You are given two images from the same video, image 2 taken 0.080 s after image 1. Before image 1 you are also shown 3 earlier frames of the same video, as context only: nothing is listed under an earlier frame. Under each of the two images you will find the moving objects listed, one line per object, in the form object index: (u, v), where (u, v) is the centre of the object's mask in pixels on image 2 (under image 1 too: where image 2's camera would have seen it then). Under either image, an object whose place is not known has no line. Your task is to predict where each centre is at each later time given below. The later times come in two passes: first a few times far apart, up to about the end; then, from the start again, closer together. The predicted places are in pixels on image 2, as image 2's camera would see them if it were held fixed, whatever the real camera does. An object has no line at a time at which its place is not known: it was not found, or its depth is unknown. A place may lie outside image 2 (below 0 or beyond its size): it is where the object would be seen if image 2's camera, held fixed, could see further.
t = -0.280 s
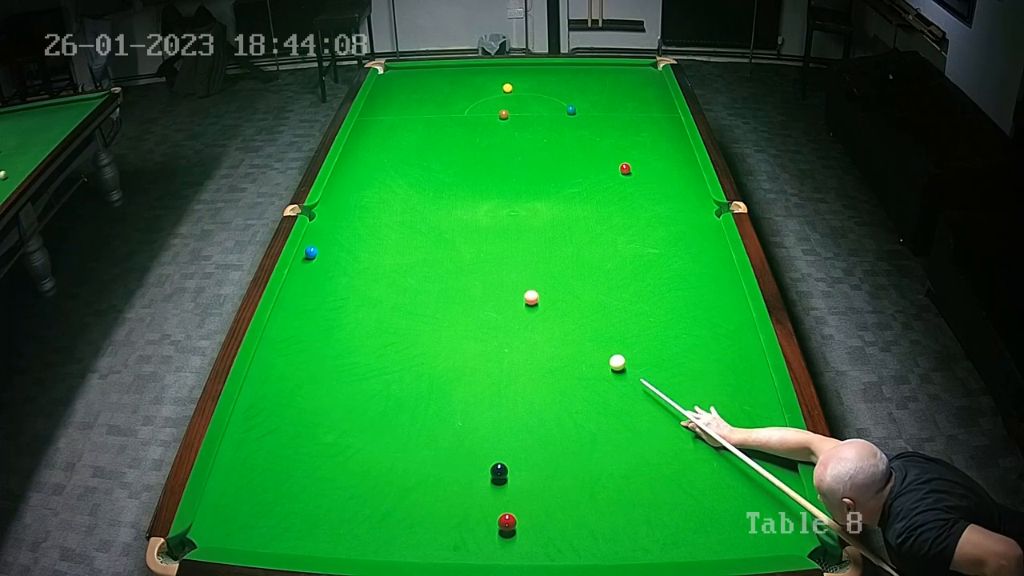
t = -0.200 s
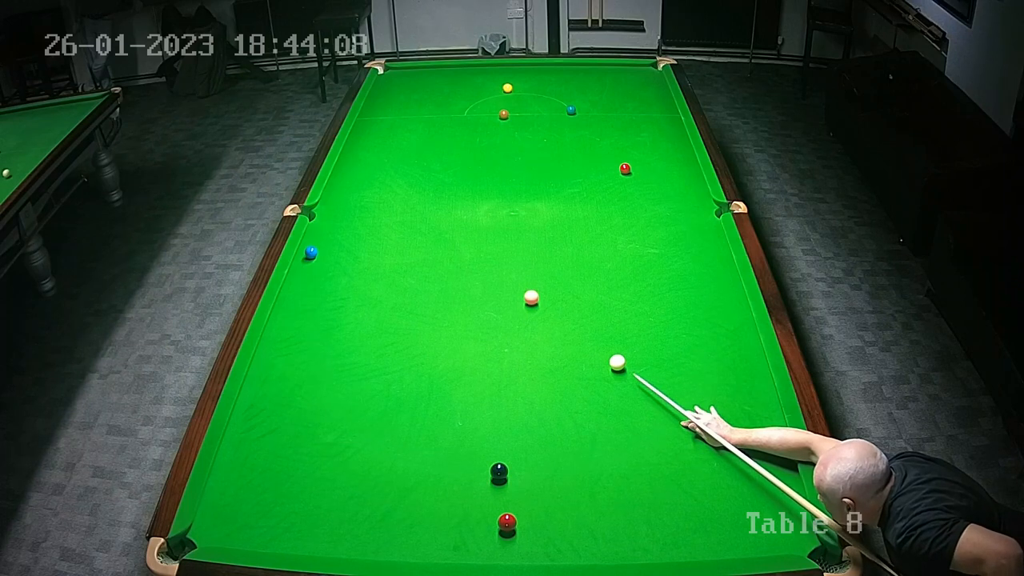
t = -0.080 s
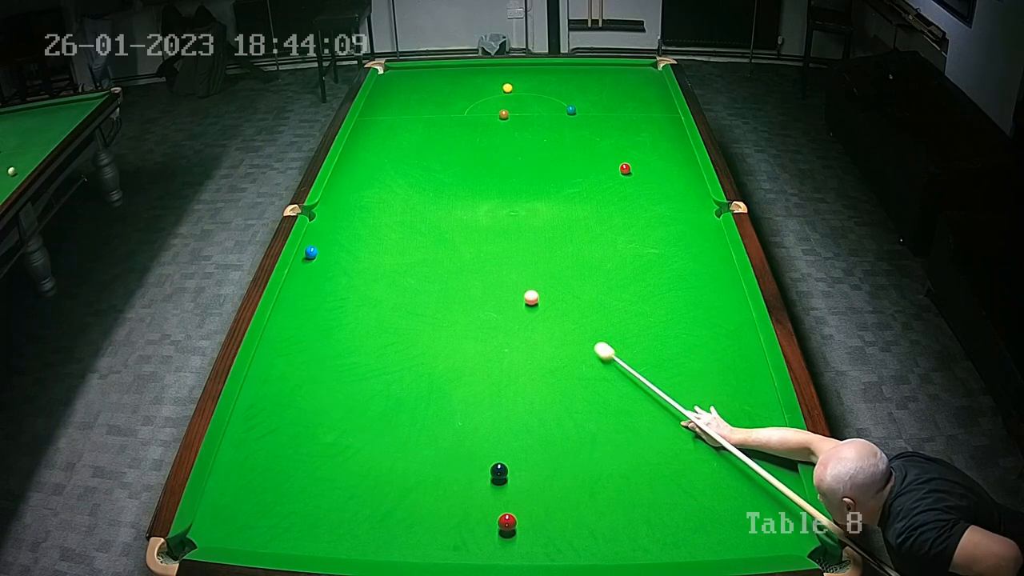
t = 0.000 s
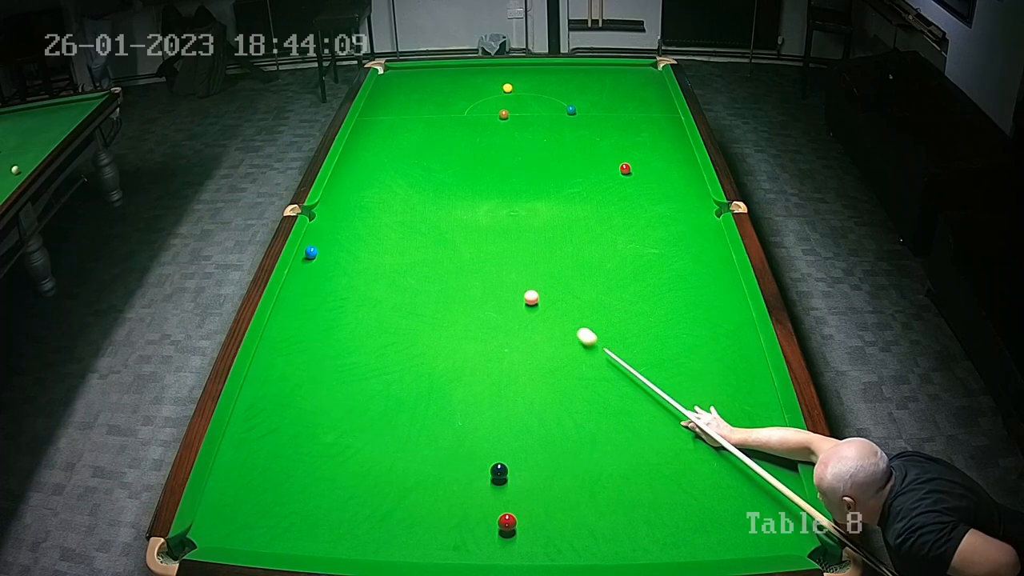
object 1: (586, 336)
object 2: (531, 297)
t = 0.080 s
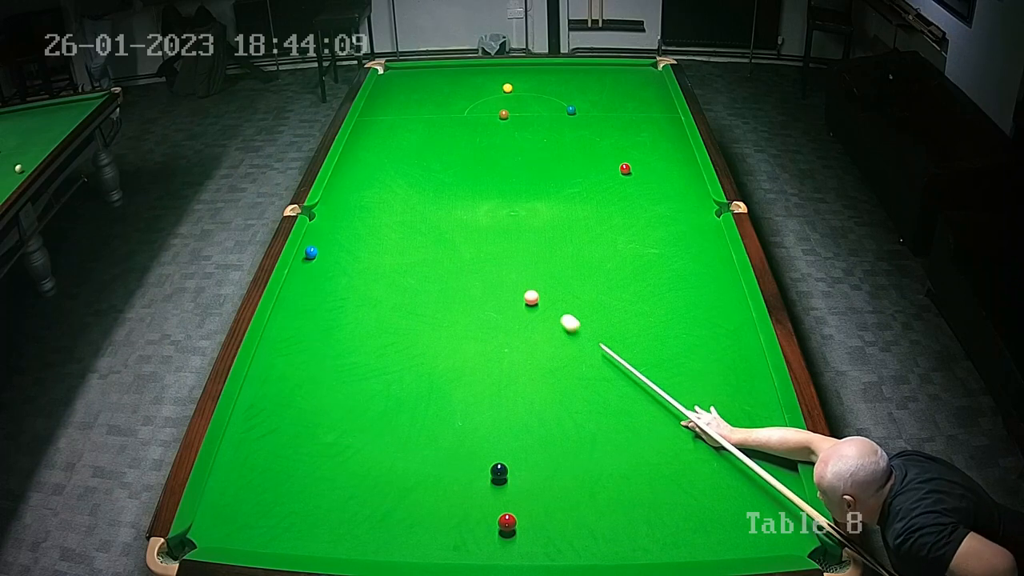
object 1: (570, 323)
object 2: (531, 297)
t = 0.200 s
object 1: (546, 303)
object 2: (531, 297)
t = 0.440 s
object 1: (545, 284)
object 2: (492, 282)
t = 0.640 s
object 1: (543, 269)
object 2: (463, 271)
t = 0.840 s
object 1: (542, 255)
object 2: (437, 261)
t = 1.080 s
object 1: (541, 240)
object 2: (408, 250)
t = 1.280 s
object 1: (540, 229)
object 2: (385, 242)
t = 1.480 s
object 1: (539, 218)
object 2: (365, 234)
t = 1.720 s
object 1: (537, 207)
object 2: (341, 226)
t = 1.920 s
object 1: (536, 198)
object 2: (324, 219)
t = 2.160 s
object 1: (535, 189)
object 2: (308, 216)
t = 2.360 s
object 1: (534, 182)
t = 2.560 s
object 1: (533, 176)
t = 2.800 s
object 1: (532, 169)
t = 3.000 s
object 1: (531, 163)
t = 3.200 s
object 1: (530, 159)
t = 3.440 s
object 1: (528, 153)
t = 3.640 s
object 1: (528, 149)
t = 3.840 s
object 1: (527, 146)
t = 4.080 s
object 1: (526, 142)
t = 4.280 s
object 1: (525, 139)
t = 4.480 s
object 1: (524, 137)
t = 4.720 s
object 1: (523, 134)
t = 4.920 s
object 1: (523, 133)
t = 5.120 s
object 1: (523, 131)
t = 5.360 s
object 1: (522, 130)
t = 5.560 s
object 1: (522, 129)
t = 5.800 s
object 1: (521, 129)
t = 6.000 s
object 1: (521, 129)
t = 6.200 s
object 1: (521, 129)
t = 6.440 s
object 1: (521, 129)
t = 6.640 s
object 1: (521, 129)
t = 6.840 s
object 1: (521, 129)
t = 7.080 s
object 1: (521, 129)
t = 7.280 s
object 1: (521, 129)
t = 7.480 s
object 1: (521, 129)
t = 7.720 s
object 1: (521, 129)
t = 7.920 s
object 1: (521, 129)
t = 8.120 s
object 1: (521, 129)
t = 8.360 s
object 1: (521, 129)
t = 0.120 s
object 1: (562, 316)
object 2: (531, 297)
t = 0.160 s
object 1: (554, 310)
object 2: (531, 298)
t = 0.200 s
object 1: (546, 303)
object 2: (531, 297)
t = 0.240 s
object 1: (545, 300)
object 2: (525, 295)
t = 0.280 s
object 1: (546, 297)
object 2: (517, 292)
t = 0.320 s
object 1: (546, 294)
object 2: (510, 289)
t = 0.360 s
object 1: (545, 290)
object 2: (503, 287)
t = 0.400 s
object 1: (545, 287)
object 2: (497, 284)
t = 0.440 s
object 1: (545, 284)
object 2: (492, 282)
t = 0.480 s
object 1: (545, 281)
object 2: (486, 280)
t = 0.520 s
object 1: (544, 278)
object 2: (480, 277)
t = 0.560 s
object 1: (544, 275)
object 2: (474, 275)
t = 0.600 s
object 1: (544, 272)
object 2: (469, 273)
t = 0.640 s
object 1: (543, 269)
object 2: (463, 271)
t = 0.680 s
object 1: (543, 266)
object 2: (458, 269)
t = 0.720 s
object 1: (543, 263)
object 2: (452, 267)
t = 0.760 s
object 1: (543, 260)
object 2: (447, 265)
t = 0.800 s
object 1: (542, 258)
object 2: (442, 263)
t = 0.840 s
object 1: (542, 255)
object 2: (437, 261)
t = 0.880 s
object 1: (542, 252)
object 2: (432, 259)
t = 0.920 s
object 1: (542, 250)
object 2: (427, 257)
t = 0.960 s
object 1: (541, 247)
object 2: (422, 256)
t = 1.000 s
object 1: (541, 245)
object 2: (417, 254)
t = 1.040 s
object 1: (541, 242)
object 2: (412, 252)
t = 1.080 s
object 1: (541, 240)
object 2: (408, 250)
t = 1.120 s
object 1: (540, 238)
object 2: (403, 248)
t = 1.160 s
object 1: (540, 235)
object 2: (399, 247)
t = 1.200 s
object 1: (540, 233)
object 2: (394, 245)
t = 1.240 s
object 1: (540, 231)
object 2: (390, 244)
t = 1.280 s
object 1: (540, 229)
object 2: (385, 242)
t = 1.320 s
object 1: (539, 227)
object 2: (381, 240)
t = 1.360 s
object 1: (539, 225)
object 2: (377, 239)
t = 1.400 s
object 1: (539, 222)
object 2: (373, 237)
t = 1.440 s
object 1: (539, 220)
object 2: (368, 236)
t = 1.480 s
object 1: (539, 218)
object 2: (365, 234)
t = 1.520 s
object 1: (538, 216)
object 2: (360, 233)
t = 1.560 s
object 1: (538, 214)
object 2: (357, 231)
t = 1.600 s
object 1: (538, 212)
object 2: (353, 230)
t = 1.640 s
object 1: (538, 211)
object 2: (349, 228)
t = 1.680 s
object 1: (537, 209)
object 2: (345, 227)
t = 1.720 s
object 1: (537, 207)
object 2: (341, 226)
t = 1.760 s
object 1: (537, 205)
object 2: (338, 224)
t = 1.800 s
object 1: (537, 204)
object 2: (334, 223)
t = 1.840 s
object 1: (537, 202)
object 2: (331, 222)
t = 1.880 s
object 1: (537, 200)
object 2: (327, 220)
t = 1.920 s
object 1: (536, 198)
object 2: (324, 219)
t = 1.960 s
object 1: (536, 197)
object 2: (320, 218)
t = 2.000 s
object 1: (536, 195)
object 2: (317, 217)
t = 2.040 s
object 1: (536, 194)
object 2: (314, 216)
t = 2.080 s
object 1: (536, 192)
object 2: (312, 214)
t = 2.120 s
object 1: (535, 191)
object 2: (309, 215)
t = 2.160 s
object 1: (535, 189)
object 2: (308, 216)
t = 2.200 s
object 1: (535, 188)
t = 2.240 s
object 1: (535, 186)
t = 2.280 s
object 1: (534, 185)
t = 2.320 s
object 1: (534, 184)
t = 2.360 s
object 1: (534, 182)
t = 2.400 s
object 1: (534, 181)
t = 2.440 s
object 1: (533, 180)
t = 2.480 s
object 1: (533, 178)
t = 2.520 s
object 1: (533, 177)
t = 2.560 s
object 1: (533, 176)
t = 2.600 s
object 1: (533, 175)
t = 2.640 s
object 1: (532, 173)
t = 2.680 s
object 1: (532, 172)
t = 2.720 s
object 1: (532, 171)
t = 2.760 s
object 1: (532, 170)
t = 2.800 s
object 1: (532, 169)
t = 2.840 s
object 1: (531, 168)
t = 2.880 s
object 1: (531, 167)
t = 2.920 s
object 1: (531, 166)
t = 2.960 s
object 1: (531, 164)
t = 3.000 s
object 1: (531, 163)
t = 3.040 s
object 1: (530, 162)
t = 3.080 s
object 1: (530, 161)
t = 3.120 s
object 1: (530, 160)
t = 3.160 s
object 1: (530, 160)
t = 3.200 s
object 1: (530, 159)
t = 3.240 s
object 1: (529, 158)
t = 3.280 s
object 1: (529, 157)
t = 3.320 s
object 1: (529, 156)
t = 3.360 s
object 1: (529, 155)
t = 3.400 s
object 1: (528, 154)
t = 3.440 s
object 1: (528, 153)
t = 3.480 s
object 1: (528, 152)
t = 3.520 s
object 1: (528, 152)
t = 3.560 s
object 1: (528, 151)
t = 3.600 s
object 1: (528, 150)
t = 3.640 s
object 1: (528, 149)
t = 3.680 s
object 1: (528, 149)
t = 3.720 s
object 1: (527, 148)
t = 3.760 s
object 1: (527, 147)
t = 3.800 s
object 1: (527, 146)
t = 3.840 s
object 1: (527, 146)
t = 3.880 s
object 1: (527, 145)
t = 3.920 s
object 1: (526, 144)
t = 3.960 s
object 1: (526, 144)
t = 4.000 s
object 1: (526, 143)
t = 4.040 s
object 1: (526, 143)
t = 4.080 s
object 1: (526, 142)
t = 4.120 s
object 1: (525, 141)
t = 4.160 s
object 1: (525, 141)
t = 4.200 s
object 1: (525, 140)
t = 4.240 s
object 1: (525, 140)
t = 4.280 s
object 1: (525, 139)
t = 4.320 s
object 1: (525, 139)
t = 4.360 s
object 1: (525, 138)
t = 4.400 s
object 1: (524, 137)
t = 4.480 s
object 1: (524, 137)
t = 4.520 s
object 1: (524, 136)
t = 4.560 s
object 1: (524, 136)
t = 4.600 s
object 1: (524, 135)
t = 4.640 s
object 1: (524, 135)
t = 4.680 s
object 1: (524, 134)
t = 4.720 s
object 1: (523, 134)
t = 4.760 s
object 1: (523, 134)
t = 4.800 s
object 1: (523, 133)
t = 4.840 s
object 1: (523, 133)
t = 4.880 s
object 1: (523, 133)
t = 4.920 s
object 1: (523, 133)
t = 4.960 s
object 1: (523, 132)
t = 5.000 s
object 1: (523, 132)
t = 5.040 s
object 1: (523, 132)
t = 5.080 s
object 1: (523, 131)
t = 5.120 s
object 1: (523, 131)
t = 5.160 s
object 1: (523, 131)
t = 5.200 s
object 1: (522, 131)
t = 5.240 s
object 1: (522, 130)
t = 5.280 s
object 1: (522, 130)
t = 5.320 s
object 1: (522, 130)
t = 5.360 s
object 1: (522, 130)
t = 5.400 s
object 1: (522, 130)
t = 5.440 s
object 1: (522, 130)
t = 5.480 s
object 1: (522, 130)
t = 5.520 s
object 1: (522, 129)
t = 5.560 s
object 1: (522, 129)
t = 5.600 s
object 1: (522, 129)
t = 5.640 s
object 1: (522, 129)
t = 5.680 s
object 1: (521, 129)
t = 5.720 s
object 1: (521, 129)
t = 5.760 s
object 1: (521, 129)
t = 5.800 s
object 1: (521, 129)
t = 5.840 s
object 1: (521, 129)
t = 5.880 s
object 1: (521, 129)
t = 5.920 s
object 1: (521, 129)
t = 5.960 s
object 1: (521, 129)
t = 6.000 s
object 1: (521, 129)
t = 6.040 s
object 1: (521, 129)
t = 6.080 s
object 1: (521, 129)
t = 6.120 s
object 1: (521, 129)
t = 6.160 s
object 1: (521, 129)
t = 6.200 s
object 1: (521, 129)
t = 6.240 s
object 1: (521, 129)
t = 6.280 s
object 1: (521, 129)
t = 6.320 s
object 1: (521, 129)
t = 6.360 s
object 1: (521, 129)
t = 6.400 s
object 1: (521, 129)
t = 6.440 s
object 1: (521, 129)
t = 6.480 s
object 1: (521, 129)
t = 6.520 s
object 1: (521, 129)
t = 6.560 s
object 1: (521, 129)
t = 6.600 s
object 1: (521, 129)
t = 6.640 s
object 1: (521, 129)
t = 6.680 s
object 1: (521, 129)
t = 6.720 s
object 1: (521, 129)
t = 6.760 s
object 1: (521, 129)
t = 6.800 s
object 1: (521, 129)
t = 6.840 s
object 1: (521, 129)
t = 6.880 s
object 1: (521, 129)
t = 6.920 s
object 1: (521, 129)
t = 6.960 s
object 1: (521, 129)
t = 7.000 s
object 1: (521, 129)
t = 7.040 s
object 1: (521, 129)
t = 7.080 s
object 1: (521, 129)
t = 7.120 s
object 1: (521, 129)
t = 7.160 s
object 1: (521, 129)
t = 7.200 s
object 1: (521, 129)
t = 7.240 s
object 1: (521, 129)
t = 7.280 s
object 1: (521, 129)
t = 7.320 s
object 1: (521, 129)
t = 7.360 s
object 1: (521, 129)
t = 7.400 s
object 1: (521, 129)
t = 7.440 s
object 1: (521, 129)
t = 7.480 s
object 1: (521, 129)
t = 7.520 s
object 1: (521, 129)
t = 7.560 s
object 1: (521, 129)
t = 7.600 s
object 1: (521, 129)
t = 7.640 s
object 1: (521, 129)
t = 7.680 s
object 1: (521, 129)
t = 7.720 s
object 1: (521, 129)
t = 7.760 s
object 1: (521, 129)
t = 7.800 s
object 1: (521, 129)
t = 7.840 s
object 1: (521, 129)
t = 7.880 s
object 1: (521, 129)
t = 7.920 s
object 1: (521, 129)
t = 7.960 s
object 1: (521, 129)
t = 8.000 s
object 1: (521, 129)
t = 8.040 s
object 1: (521, 129)
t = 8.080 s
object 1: (521, 129)
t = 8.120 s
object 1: (521, 129)
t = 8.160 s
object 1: (521, 129)
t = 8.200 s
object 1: (521, 129)
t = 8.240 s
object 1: (521, 129)
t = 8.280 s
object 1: (521, 129)
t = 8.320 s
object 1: (521, 129)
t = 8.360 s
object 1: (521, 129)
